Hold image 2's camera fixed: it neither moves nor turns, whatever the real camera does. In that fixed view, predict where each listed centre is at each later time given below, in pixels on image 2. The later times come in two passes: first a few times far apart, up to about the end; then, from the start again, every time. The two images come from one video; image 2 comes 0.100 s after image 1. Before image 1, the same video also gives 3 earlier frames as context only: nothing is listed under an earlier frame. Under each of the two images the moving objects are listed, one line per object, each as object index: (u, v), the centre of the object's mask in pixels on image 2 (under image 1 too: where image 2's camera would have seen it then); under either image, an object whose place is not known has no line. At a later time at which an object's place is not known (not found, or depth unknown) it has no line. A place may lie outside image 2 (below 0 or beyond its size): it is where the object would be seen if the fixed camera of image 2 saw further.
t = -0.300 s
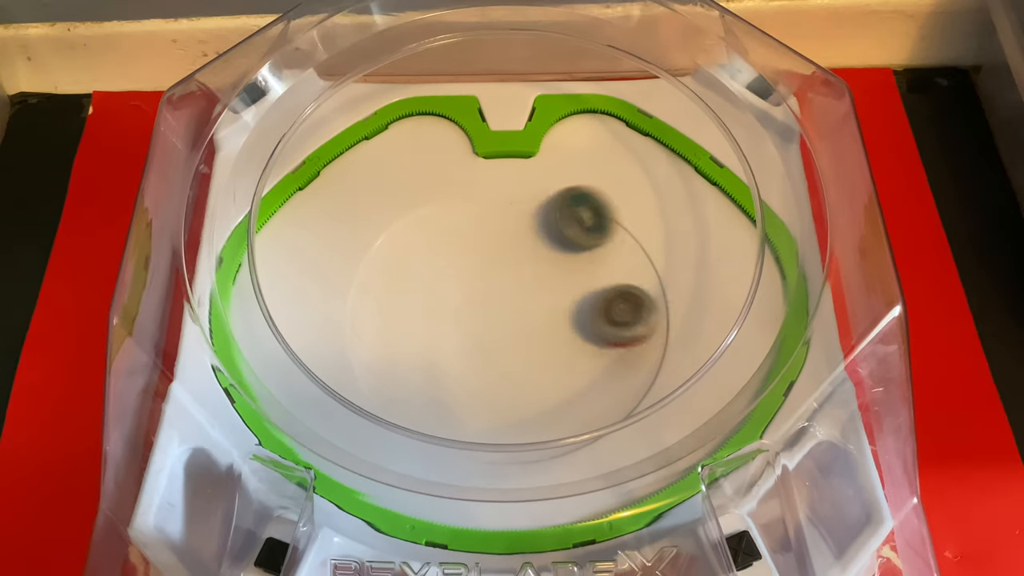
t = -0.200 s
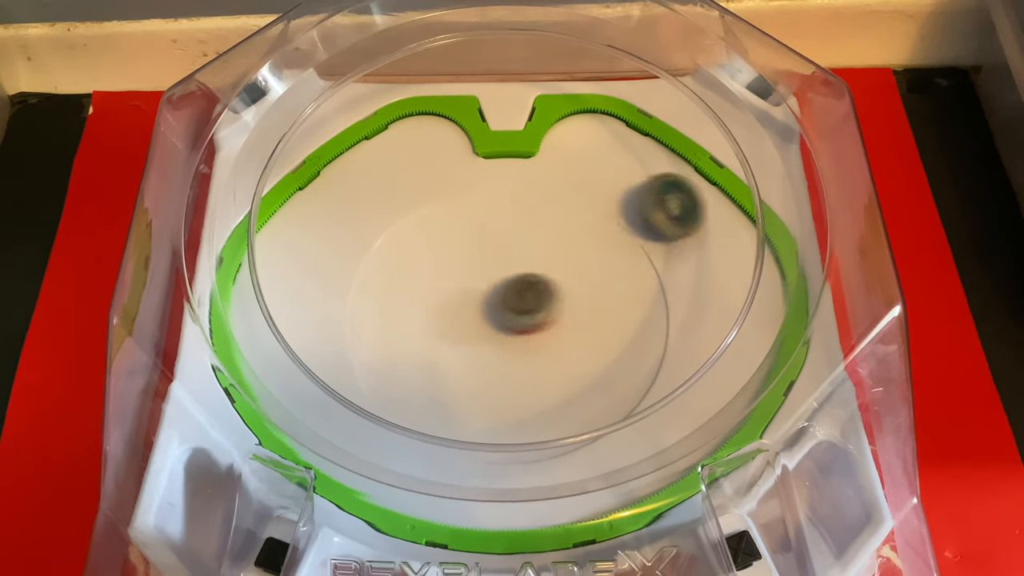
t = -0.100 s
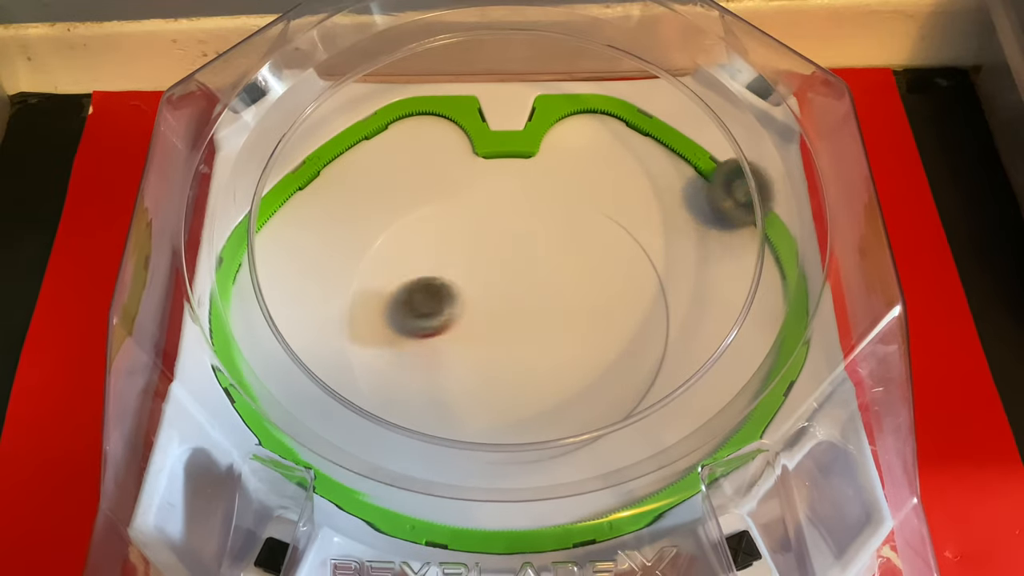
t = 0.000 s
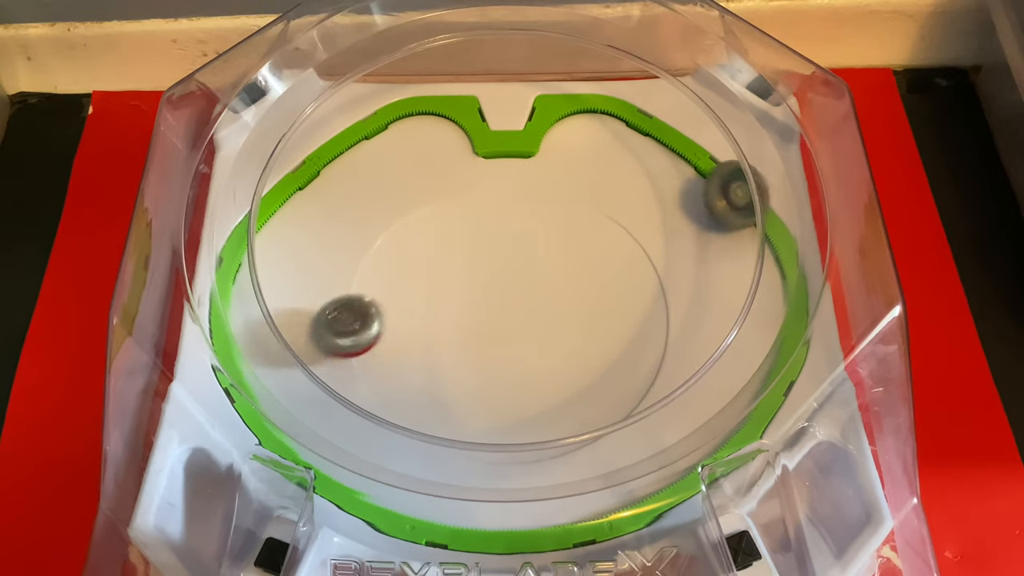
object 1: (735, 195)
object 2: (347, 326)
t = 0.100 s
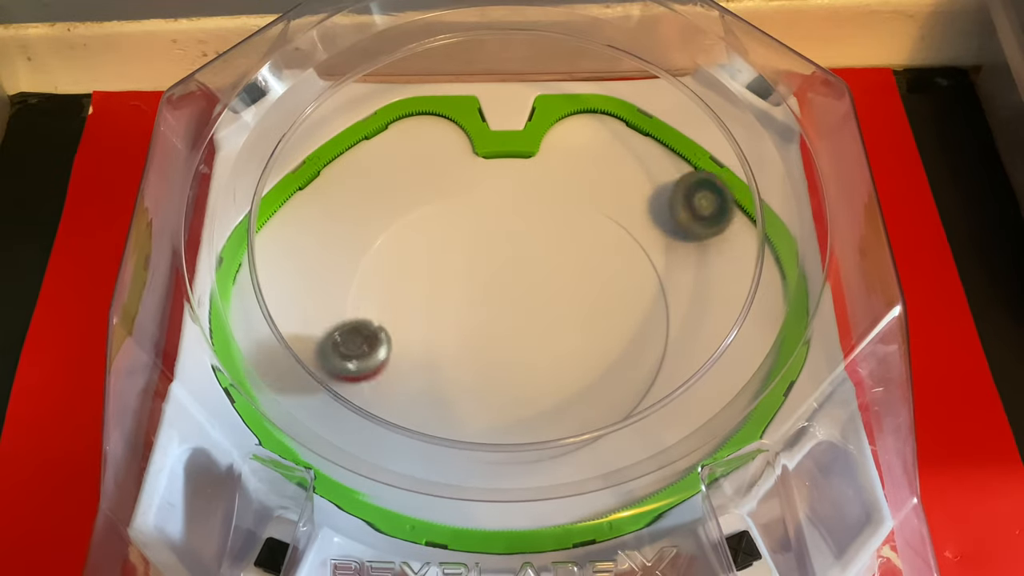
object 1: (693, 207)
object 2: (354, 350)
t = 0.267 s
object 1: (638, 208)
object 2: (427, 388)
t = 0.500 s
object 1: (563, 222)
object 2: (518, 369)
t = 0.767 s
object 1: (590, 153)
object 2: (404, 467)
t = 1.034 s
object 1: (758, 328)
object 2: (563, 350)
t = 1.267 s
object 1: (583, 297)
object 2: (547, 207)
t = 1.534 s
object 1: (403, 304)
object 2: (369, 163)
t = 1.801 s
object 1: (393, 385)
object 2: (294, 418)
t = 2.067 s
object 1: (608, 293)
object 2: (748, 385)
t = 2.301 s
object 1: (567, 217)
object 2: (609, 107)
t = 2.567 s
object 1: (311, 248)
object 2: (500, 301)
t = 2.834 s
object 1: (397, 399)
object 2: (526, 430)
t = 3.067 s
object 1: (419, 351)
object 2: (744, 357)
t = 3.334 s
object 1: (394, 232)
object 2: (692, 238)
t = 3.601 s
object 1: (488, 215)
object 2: (524, 293)
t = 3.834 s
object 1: (444, 91)
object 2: (483, 521)
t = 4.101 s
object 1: (438, 208)
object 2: (510, 408)
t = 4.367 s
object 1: (542, 208)
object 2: (489, 375)
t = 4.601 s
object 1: (532, 289)
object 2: (487, 340)
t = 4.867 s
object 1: (593, 372)
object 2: (435, 333)
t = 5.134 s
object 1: (562, 332)
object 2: (471, 290)
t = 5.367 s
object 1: (476, 409)
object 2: (480, 179)
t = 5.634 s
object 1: (491, 387)
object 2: (441, 209)
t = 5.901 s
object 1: (456, 451)
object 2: (460, 166)
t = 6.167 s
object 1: (532, 434)
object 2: (412, 127)
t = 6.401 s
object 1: (564, 329)
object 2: (405, 181)
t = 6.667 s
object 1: (551, 311)
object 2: (434, 243)
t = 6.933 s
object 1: (520, 359)
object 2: (479, 318)
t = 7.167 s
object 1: (505, 359)
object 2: (484, 309)
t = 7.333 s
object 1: (495, 352)
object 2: (486, 304)
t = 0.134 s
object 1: (681, 208)
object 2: (364, 359)
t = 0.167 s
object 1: (670, 208)
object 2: (378, 368)
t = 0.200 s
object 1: (658, 209)
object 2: (393, 376)
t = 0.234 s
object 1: (647, 209)
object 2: (409, 383)
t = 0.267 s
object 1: (638, 208)
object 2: (427, 388)
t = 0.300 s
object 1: (628, 208)
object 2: (444, 393)
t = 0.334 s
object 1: (619, 207)
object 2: (460, 397)
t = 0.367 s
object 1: (611, 207)
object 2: (475, 399)
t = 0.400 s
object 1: (601, 208)
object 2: (489, 399)
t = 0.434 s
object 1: (589, 212)
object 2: (501, 393)
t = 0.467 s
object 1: (576, 217)
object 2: (511, 383)
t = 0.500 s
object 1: (563, 222)
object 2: (518, 369)
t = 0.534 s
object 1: (550, 230)
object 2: (522, 353)
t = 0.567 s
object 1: (538, 238)
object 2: (522, 336)
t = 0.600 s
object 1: (526, 249)
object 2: (518, 318)
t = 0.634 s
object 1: (529, 219)
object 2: (494, 342)
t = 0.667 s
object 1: (539, 174)
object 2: (463, 385)
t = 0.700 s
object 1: (552, 136)
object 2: (438, 421)
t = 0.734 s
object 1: (564, 116)
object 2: (423, 442)
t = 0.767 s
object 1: (590, 153)
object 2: (404, 467)
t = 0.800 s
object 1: (616, 183)
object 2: (398, 486)
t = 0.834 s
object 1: (643, 216)
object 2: (422, 472)
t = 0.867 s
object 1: (670, 248)
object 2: (456, 453)
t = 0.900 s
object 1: (698, 279)
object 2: (485, 430)
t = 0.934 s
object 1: (726, 307)
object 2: (505, 413)
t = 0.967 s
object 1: (754, 338)
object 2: (528, 397)
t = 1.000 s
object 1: (773, 348)
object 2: (548, 374)
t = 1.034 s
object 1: (758, 328)
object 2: (563, 350)
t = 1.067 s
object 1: (736, 318)
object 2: (575, 326)
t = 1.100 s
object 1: (695, 319)
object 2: (580, 303)
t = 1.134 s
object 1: (676, 319)
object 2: (581, 281)
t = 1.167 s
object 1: (653, 306)
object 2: (577, 259)
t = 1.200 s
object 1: (630, 302)
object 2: (571, 239)
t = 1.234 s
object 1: (610, 304)
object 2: (560, 223)
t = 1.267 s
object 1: (583, 297)
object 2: (547, 207)
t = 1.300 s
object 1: (557, 294)
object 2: (530, 196)
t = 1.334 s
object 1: (531, 293)
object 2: (512, 187)
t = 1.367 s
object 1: (506, 292)
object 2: (490, 180)
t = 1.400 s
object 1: (482, 290)
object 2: (467, 176)
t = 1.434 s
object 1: (458, 292)
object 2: (445, 172)
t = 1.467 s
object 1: (437, 294)
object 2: (420, 169)
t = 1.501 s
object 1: (418, 298)
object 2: (395, 166)
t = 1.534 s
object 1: (403, 304)
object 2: (369, 163)
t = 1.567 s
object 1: (391, 311)
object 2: (345, 158)
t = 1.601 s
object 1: (382, 320)
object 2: (318, 159)
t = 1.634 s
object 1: (377, 330)
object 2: (310, 195)
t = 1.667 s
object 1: (376, 340)
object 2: (302, 242)
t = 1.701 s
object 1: (376, 354)
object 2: (298, 289)
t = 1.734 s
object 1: (380, 363)
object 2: (295, 334)
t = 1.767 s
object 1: (385, 375)
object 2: (291, 378)
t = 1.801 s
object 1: (393, 385)
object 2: (294, 418)
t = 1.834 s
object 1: (405, 391)
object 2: (338, 444)
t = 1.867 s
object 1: (442, 383)
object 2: (388, 481)
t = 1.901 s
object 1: (478, 372)
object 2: (462, 494)
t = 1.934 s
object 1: (512, 358)
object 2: (530, 498)
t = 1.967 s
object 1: (543, 343)
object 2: (594, 488)
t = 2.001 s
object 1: (568, 326)
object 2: (651, 466)
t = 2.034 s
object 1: (591, 309)
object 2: (708, 426)
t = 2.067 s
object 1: (608, 293)
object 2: (748, 385)
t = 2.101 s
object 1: (619, 278)
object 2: (773, 335)
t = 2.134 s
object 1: (624, 264)
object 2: (780, 283)
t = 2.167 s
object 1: (630, 248)
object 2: (768, 235)
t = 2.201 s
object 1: (617, 239)
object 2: (732, 195)
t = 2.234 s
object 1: (605, 230)
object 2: (691, 161)
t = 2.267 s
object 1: (588, 222)
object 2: (652, 130)
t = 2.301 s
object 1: (567, 217)
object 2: (609, 107)
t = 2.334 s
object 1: (543, 212)
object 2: (571, 108)
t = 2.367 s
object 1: (515, 209)
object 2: (550, 131)
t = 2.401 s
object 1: (486, 205)
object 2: (532, 160)
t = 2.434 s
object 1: (447, 207)
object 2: (520, 191)
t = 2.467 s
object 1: (404, 210)
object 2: (515, 216)
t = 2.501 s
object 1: (369, 219)
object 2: (509, 244)
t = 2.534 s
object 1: (340, 235)
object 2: (504, 273)
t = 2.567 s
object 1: (311, 248)
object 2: (500, 301)
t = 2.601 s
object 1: (285, 258)
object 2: (497, 328)
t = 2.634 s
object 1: (252, 269)
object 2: (495, 352)
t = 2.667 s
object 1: (233, 278)
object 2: (496, 374)
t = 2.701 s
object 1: (260, 302)
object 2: (498, 393)
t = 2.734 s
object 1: (295, 335)
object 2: (502, 408)
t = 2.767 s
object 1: (330, 355)
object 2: (508, 415)
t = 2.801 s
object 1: (364, 380)
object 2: (516, 426)
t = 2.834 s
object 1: (397, 399)
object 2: (526, 430)
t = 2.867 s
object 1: (434, 411)
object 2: (538, 430)
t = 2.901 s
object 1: (472, 419)
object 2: (553, 428)
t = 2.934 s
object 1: (472, 417)
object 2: (600, 420)
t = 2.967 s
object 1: (459, 409)
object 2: (653, 407)
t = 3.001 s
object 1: (445, 395)
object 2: (704, 396)
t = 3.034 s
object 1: (432, 374)
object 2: (743, 383)
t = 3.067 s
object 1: (419, 351)
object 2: (744, 357)
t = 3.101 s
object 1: (406, 328)
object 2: (742, 337)
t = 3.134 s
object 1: (394, 307)
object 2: (740, 315)
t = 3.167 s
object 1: (383, 286)
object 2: (735, 297)
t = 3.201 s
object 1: (374, 268)
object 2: (728, 282)
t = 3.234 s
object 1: (367, 252)
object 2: (720, 266)
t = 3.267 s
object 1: (374, 242)
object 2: (713, 255)
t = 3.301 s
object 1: (384, 238)
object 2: (703, 245)
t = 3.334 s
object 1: (394, 232)
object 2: (692, 238)
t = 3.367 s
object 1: (405, 228)
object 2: (679, 235)
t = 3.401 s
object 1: (417, 225)
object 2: (665, 234)
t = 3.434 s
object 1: (429, 224)
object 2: (648, 236)
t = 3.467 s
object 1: (441, 222)
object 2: (630, 241)
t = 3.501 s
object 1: (454, 223)
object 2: (606, 249)
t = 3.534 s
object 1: (466, 223)
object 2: (579, 259)
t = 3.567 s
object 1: (478, 225)
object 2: (550, 268)
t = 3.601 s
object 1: (488, 215)
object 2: (524, 293)
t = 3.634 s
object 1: (488, 164)
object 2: (504, 356)
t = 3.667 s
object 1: (484, 128)
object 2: (489, 416)
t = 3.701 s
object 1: (477, 103)
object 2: (473, 459)
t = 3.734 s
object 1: (468, 90)
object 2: (456, 514)
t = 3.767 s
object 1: (460, 78)
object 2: (459, 525)
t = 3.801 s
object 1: (453, 81)
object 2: (470, 522)
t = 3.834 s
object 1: (444, 91)
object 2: (483, 521)
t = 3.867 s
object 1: (438, 102)
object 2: (496, 525)
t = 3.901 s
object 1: (432, 117)
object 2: (503, 515)
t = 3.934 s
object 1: (428, 132)
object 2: (509, 504)
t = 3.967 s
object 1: (425, 144)
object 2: (514, 494)
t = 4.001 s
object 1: (424, 158)
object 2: (517, 471)
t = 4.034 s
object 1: (425, 174)
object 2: (517, 450)
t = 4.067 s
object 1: (430, 190)
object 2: (511, 420)
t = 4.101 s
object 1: (438, 208)
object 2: (510, 408)
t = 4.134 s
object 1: (451, 228)
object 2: (509, 383)
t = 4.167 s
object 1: (465, 249)
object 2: (506, 357)
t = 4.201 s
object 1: (482, 271)
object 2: (500, 334)
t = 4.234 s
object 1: (497, 254)
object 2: (498, 347)
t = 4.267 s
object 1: (511, 237)
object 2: (496, 360)
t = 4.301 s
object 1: (523, 223)
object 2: (494, 370)
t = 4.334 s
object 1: (534, 214)
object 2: (491, 374)
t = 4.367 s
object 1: (542, 208)
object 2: (489, 375)
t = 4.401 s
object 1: (548, 207)
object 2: (490, 374)
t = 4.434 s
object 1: (551, 211)
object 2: (490, 370)
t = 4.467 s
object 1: (552, 220)
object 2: (490, 366)
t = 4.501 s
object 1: (549, 233)
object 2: (489, 361)
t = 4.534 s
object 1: (543, 249)
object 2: (489, 355)
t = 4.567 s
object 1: (537, 269)
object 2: (489, 347)
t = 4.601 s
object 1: (532, 289)
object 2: (487, 340)
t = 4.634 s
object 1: (540, 298)
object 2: (472, 342)
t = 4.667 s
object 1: (546, 307)
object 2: (461, 342)
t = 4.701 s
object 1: (551, 320)
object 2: (452, 342)
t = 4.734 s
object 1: (557, 334)
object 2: (446, 342)
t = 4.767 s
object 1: (565, 346)
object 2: (441, 341)
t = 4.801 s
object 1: (573, 358)
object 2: (438, 338)
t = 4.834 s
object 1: (583, 366)
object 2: (436, 336)
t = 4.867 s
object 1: (593, 372)
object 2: (435, 333)
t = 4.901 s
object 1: (602, 373)
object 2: (436, 331)
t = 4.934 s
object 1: (608, 371)
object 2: (439, 328)
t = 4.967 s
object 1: (610, 366)
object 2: (443, 323)
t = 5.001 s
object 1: (608, 359)
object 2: (448, 317)
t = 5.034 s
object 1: (601, 352)
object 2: (453, 311)
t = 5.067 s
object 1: (591, 344)
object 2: (458, 305)
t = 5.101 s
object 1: (578, 337)
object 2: (464, 298)
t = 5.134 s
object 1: (562, 332)
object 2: (471, 290)
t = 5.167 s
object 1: (544, 327)
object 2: (476, 282)
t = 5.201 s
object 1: (524, 325)
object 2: (480, 275)
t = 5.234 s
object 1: (507, 333)
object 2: (483, 261)
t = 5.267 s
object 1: (495, 358)
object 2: (483, 232)
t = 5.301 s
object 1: (485, 377)
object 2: (483, 209)
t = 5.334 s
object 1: (479, 395)
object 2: (482, 192)
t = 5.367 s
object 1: (476, 409)
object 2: (480, 179)
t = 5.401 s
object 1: (476, 417)
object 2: (480, 167)
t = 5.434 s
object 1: (474, 432)
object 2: (481, 155)
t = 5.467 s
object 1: (477, 431)
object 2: (481, 148)
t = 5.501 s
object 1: (483, 420)
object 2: (475, 157)
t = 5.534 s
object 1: (486, 416)
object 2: (464, 167)
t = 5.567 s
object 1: (489, 409)
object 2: (455, 181)
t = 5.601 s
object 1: (491, 398)
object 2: (447, 193)
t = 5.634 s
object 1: (491, 387)
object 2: (441, 209)
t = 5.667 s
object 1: (488, 374)
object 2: (439, 226)
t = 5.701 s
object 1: (485, 362)
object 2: (441, 243)
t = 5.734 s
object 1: (480, 349)
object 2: (443, 260)
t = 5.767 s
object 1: (472, 336)
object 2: (445, 276)
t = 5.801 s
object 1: (464, 366)
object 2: (448, 253)
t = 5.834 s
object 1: (460, 402)
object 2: (450, 217)
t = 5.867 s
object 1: (456, 432)
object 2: (454, 188)
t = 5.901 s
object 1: (456, 451)
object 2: (460, 166)
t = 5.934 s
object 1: (458, 466)
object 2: (460, 149)
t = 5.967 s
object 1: (458, 486)
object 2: (455, 140)
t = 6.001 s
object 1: (459, 498)
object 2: (451, 132)
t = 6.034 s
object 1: (472, 497)
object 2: (442, 125)
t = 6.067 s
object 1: (492, 486)
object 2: (431, 122)
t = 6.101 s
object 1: (505, 466)
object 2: (422, 122)
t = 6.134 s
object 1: (519, 452)
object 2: (415, 125)
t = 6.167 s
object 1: (532, 434)
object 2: (412, 127)
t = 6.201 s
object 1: (540, 417)
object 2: (408, 131)
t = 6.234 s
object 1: (547, 404)
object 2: (405, 137)
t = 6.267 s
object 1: (554, 387)
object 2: (404, 143)
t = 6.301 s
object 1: (560, 370)
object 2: (405, 151)
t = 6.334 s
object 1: (561, 355)
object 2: (404, 160)
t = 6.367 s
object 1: (563, 342)
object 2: (405, 172)
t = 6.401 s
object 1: (564, 329)
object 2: (405, 181)
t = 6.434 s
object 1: (565, 319)
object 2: (405, 191)
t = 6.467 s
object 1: (563, 311)
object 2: (406, 199)
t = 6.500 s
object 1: (563, 305)
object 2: (407, 207)
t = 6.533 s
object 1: (562, 302)
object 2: (410, 214)
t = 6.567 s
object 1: (561, 301)
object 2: (415, 221)
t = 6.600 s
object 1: (559, 302)
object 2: (421, 228)
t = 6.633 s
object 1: (556, 305)
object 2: (428, 236)
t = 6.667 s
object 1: (551, 311)
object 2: (434, 243)
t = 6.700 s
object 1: (546, 318)
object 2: (440, 250)
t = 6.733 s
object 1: (541, 325)
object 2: (449, 259)
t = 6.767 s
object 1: (536, 332)
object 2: (463, 277)
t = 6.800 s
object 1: (532, 339)
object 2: (472, 296)
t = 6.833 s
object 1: (528, 346)
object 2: (470, 300)
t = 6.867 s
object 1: (525, 351)
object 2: (471, 308)
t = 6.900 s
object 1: (523, 356)
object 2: (474, 318)
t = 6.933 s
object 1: (520, 359)
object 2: (479, 318)
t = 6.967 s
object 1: (517, 361)
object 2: (483, 319)
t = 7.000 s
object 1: (513, 361)
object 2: (483, 318)
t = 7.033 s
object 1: (510, 361)
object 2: (483, 318)
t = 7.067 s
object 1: (511, 359)
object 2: (483, 317)
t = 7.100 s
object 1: (505, 358)
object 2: (483, 316)
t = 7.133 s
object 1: (506, 358)
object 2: (484, 312)
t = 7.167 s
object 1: (505, 359)
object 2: (484, 309)
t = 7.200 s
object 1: (502, 358)
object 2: (485, 308)
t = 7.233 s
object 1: (501, 355)
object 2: (484, 308)
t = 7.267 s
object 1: (499, 354)
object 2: (485, 307)
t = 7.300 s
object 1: (497, 351)
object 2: (485, 306)
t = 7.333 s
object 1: (495, 352)
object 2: (486, 304)
